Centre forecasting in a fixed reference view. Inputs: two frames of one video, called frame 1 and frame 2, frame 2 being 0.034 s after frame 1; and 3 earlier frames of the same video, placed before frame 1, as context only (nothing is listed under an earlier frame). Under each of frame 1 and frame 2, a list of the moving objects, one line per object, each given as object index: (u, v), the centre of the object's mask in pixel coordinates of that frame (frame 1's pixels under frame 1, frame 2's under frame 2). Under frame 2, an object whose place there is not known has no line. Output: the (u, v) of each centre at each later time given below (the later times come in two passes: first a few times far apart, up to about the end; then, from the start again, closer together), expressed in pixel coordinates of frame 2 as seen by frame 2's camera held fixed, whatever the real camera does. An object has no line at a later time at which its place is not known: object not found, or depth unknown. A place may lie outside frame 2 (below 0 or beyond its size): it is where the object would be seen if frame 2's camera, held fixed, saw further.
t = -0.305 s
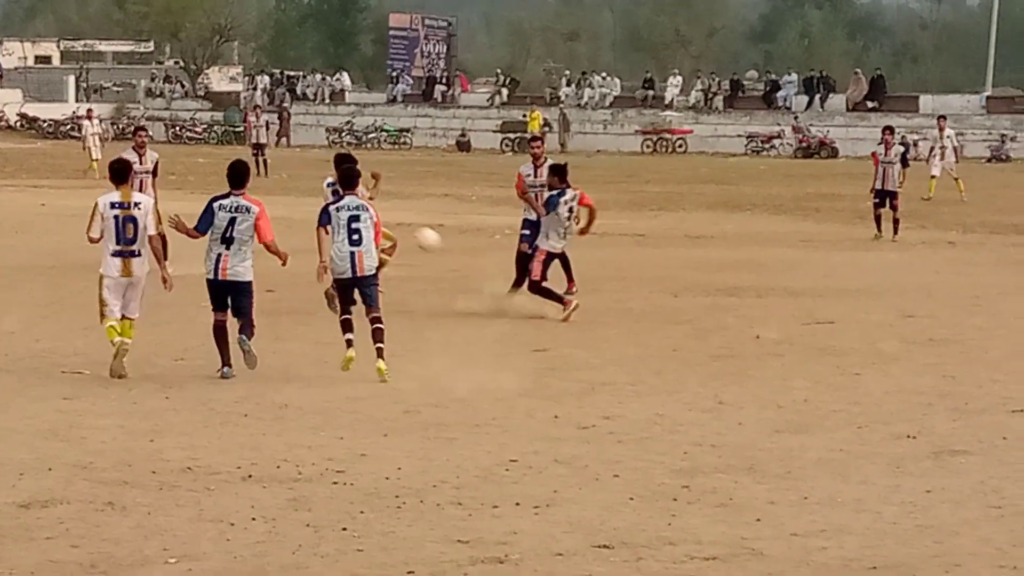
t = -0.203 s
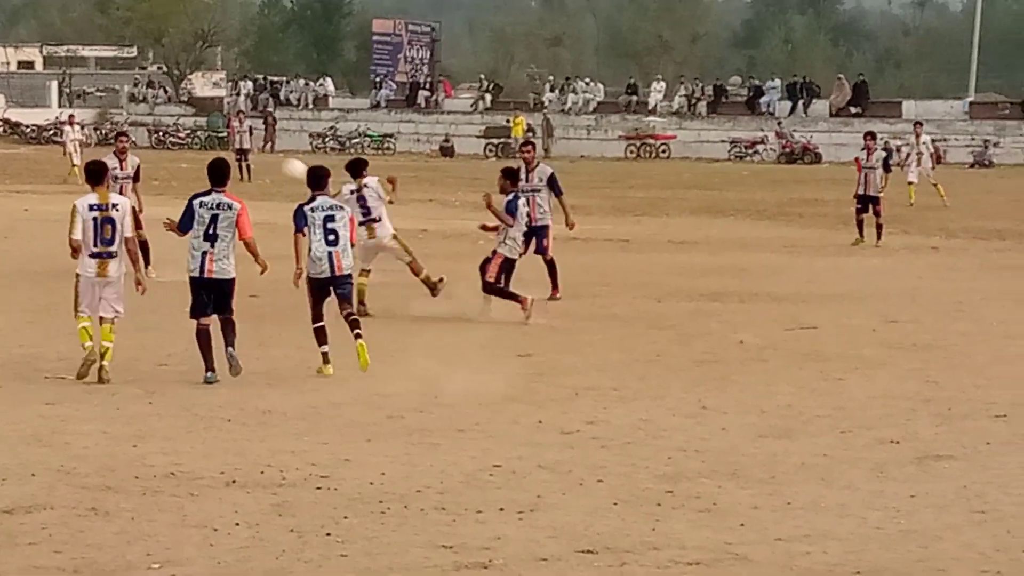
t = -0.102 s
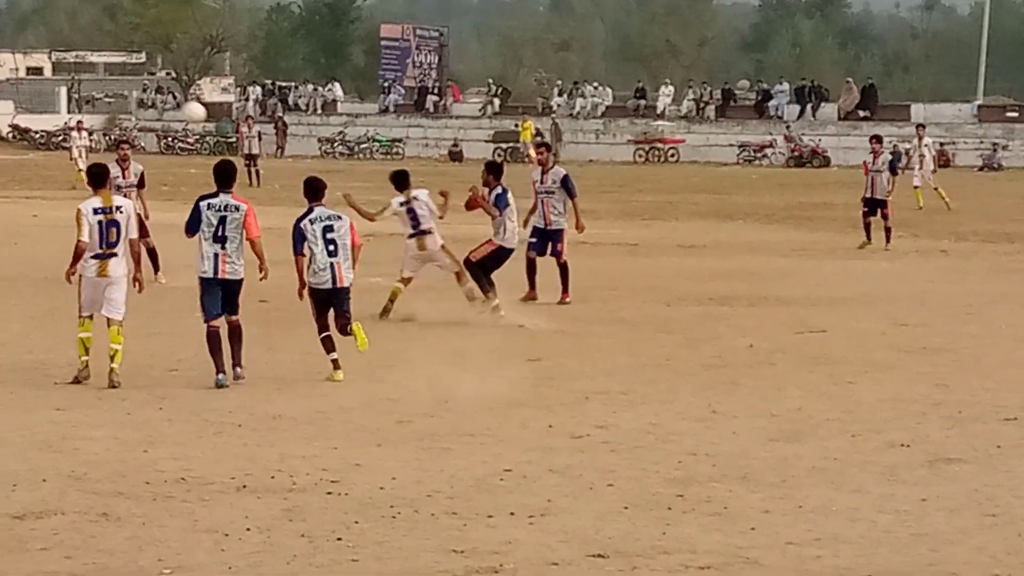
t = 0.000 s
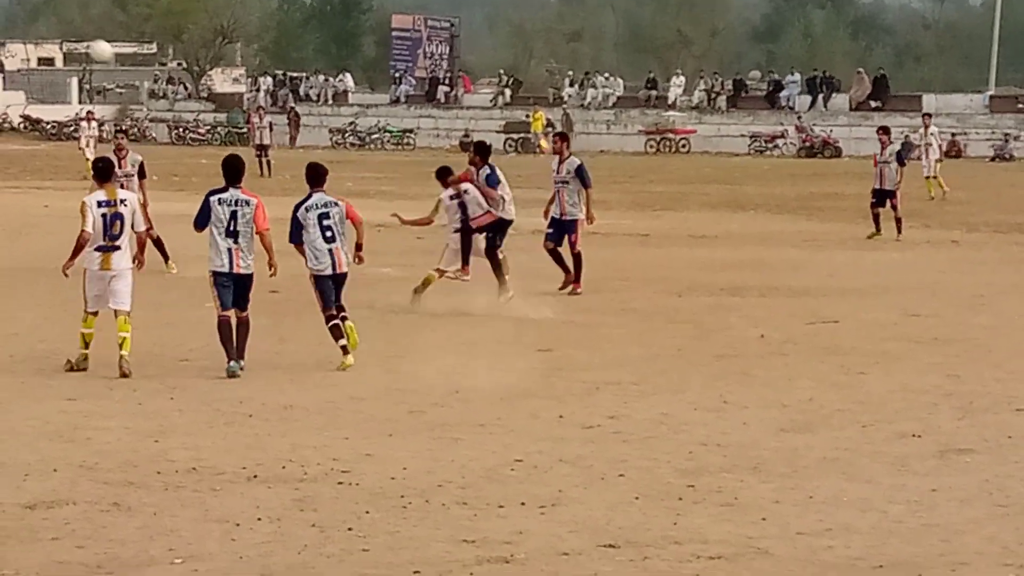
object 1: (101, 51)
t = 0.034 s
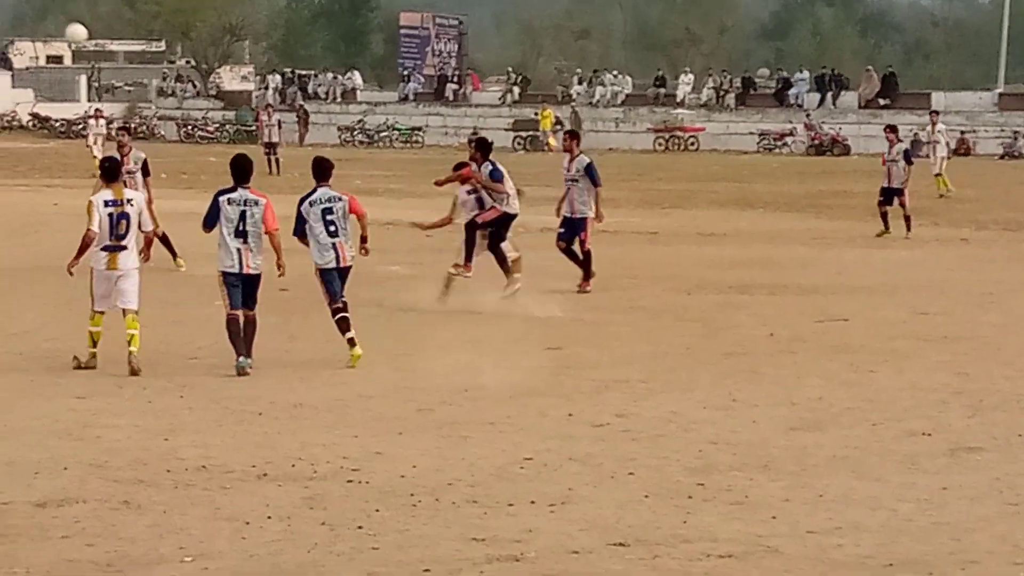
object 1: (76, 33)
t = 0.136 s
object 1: (-24, -3)
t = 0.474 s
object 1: (-356, -88)
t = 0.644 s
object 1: (-505, -92)
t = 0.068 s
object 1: (43, 19)
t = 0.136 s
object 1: (-24, -3)
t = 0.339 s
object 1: (-224, -64)
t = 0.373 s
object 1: (-257, -72)
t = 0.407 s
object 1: (-291, -79)
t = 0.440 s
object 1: (-324, -84)
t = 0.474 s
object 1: (-356, -88)
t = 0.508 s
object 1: (-385, -90)
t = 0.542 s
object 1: (-415, -93)
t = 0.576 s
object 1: (-445, -95)
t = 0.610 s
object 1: (-476, -95)
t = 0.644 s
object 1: (-505, -92)
